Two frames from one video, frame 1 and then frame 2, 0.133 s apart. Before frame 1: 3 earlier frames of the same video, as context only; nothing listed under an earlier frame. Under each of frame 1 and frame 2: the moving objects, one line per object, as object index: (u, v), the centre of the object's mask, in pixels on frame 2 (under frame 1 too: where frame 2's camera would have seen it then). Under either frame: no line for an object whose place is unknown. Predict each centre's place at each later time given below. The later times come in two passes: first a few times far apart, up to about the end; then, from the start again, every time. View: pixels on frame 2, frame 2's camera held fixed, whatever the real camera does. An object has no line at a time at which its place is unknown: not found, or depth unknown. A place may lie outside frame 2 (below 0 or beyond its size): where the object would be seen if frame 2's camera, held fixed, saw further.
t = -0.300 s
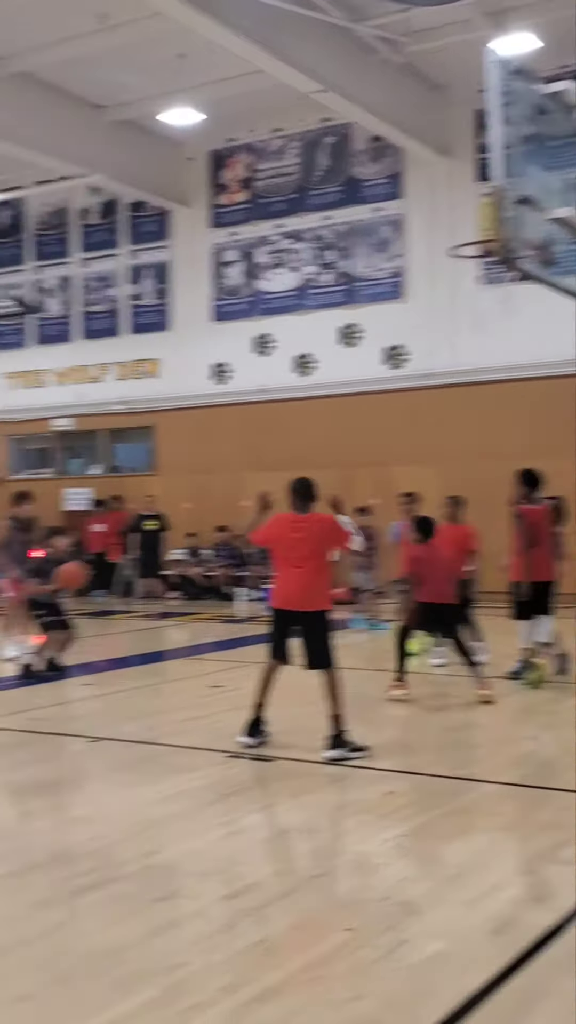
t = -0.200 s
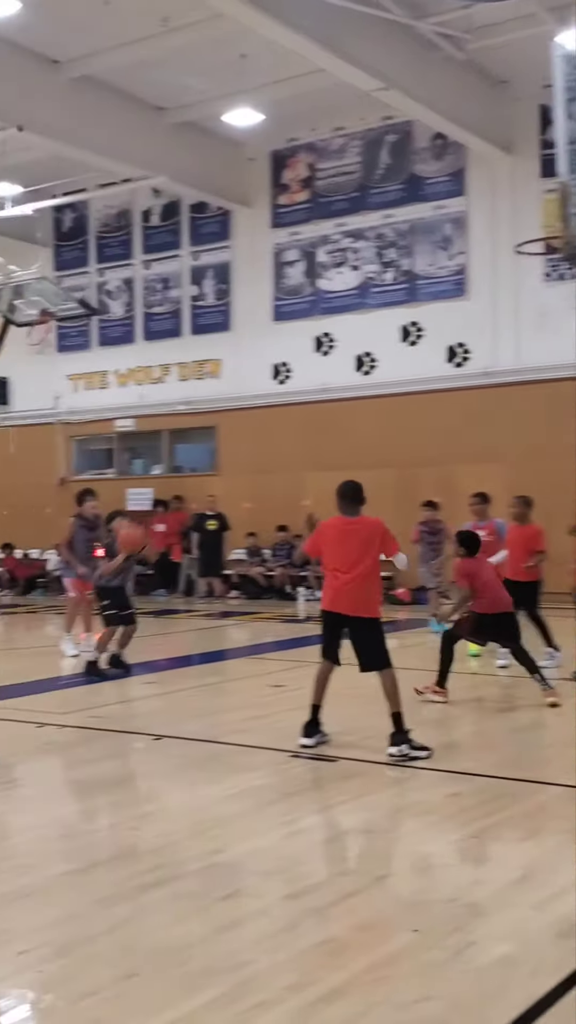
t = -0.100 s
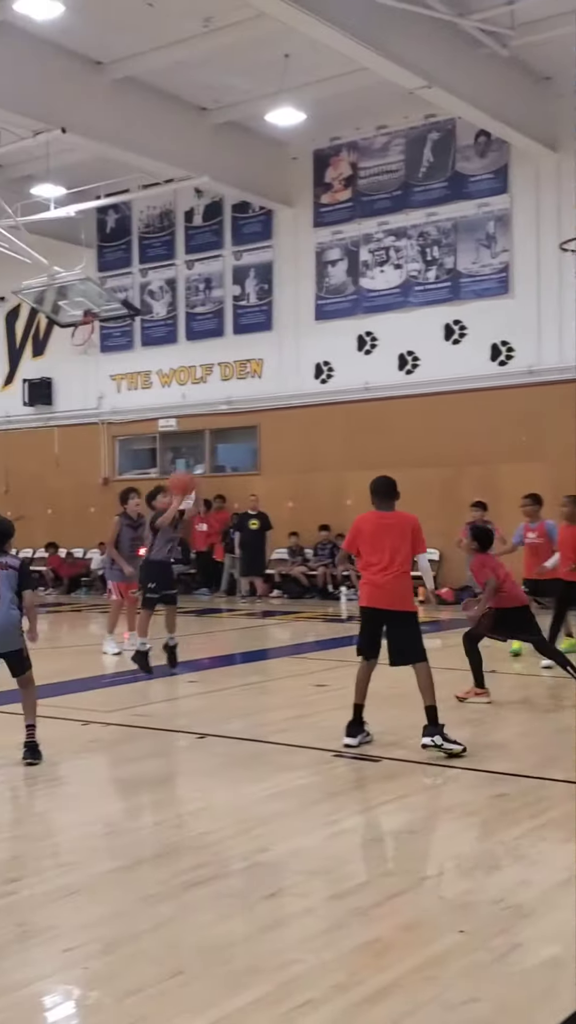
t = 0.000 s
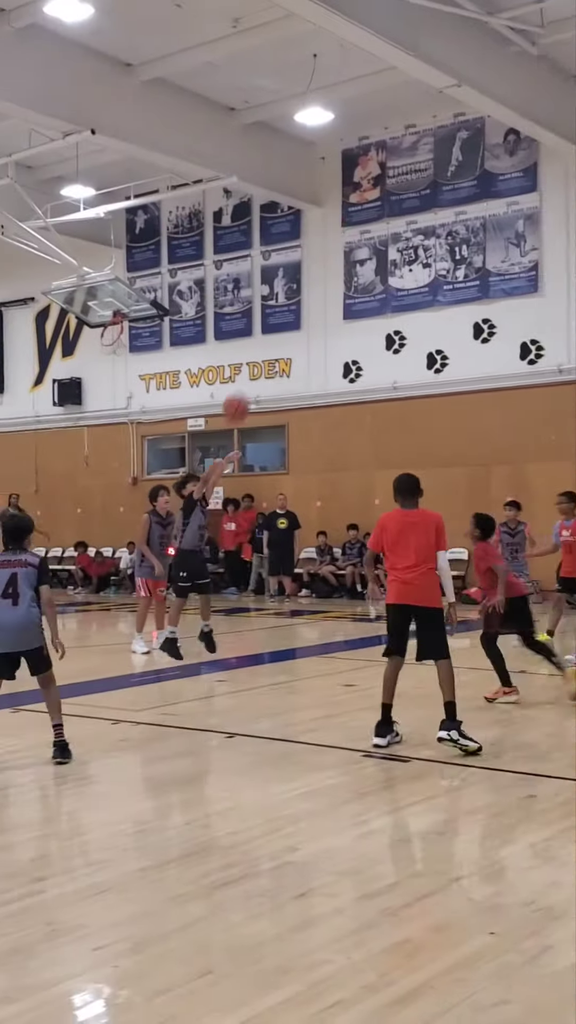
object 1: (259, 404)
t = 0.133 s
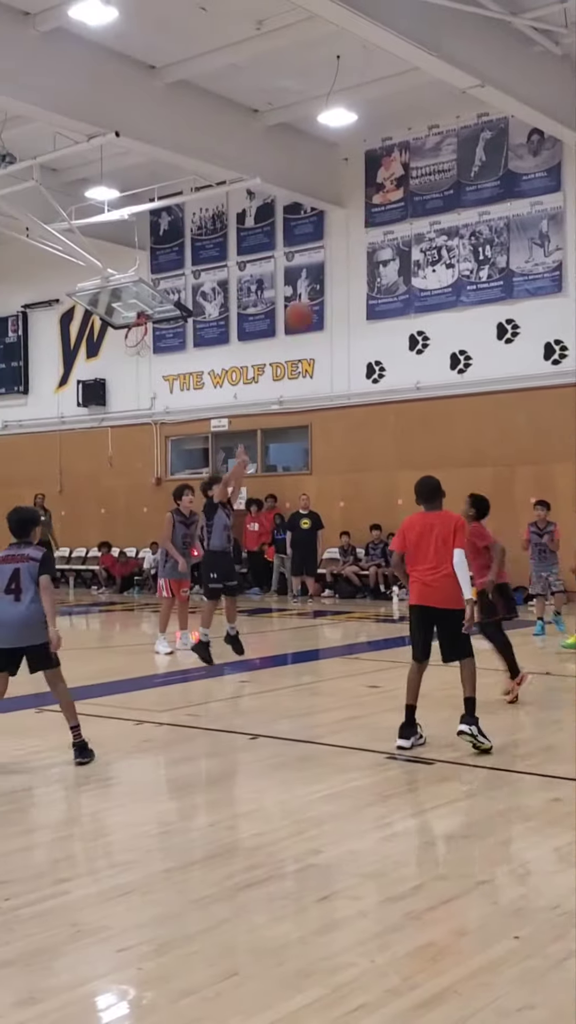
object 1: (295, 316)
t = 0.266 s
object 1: (342, 241)
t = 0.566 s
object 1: (449, 143)
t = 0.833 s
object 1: (554, 151)
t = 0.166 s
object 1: (308, 294)
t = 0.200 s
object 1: (318, 276)
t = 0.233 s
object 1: (330, 258)
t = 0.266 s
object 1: (342, 241)
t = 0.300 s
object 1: (354, 225)
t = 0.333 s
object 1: (363, 211)
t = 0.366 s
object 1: (374, 197)
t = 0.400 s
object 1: (388, 186)
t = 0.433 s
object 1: (400, 174)
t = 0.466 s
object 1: (413, 164)
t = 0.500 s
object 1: (423, 156)
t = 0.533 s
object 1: (437, 149)
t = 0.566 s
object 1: (449, 143)
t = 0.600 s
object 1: (462, 139)
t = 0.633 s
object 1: (475, 136)
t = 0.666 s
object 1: (486, 134)
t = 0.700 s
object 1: (500, 134)
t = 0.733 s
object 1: (513, 135)
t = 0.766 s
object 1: (525, 138)
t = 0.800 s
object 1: (539, 143)
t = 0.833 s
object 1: (554, 151)
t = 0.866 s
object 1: (568, 158)
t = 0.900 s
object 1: (581, 169)
